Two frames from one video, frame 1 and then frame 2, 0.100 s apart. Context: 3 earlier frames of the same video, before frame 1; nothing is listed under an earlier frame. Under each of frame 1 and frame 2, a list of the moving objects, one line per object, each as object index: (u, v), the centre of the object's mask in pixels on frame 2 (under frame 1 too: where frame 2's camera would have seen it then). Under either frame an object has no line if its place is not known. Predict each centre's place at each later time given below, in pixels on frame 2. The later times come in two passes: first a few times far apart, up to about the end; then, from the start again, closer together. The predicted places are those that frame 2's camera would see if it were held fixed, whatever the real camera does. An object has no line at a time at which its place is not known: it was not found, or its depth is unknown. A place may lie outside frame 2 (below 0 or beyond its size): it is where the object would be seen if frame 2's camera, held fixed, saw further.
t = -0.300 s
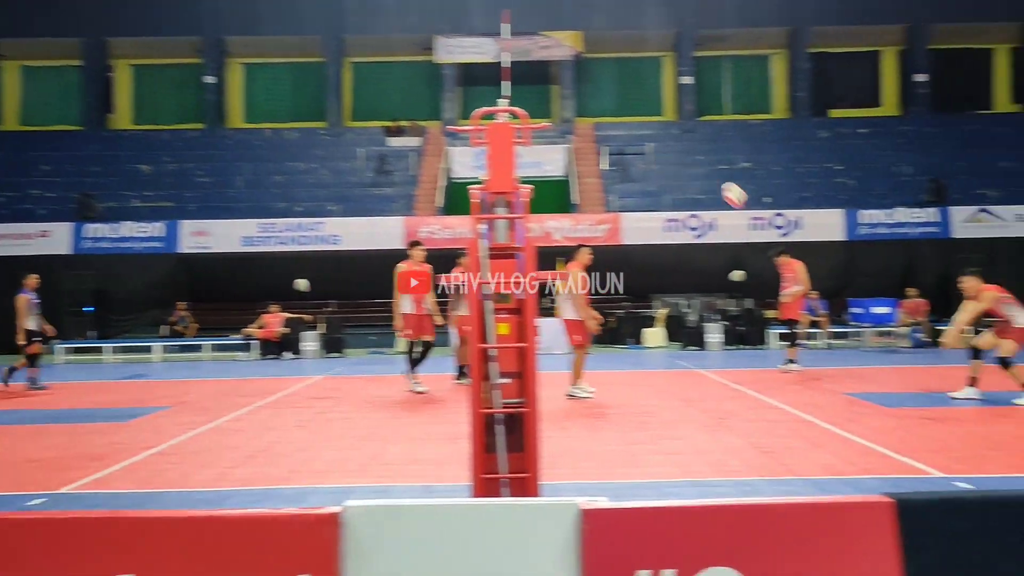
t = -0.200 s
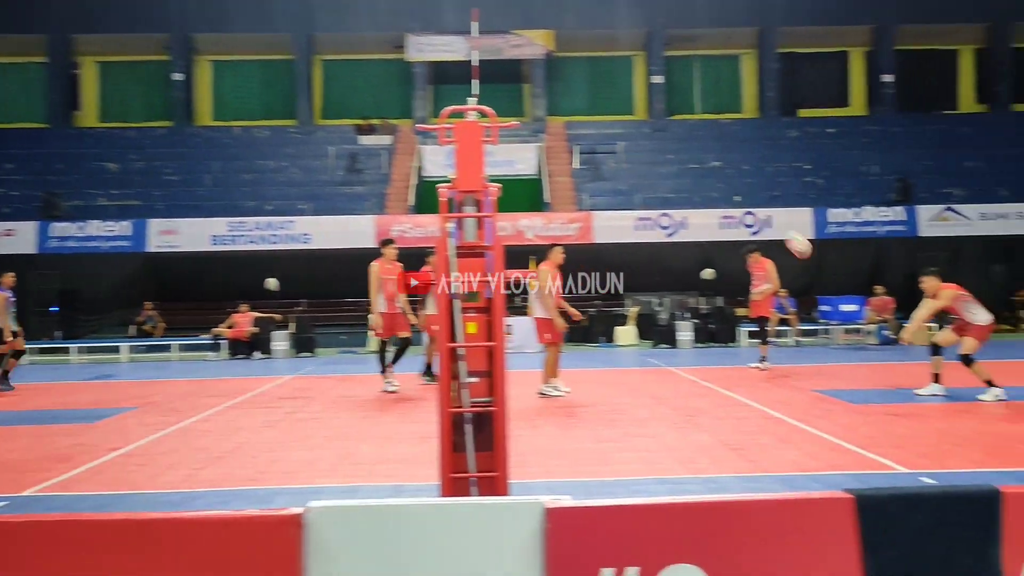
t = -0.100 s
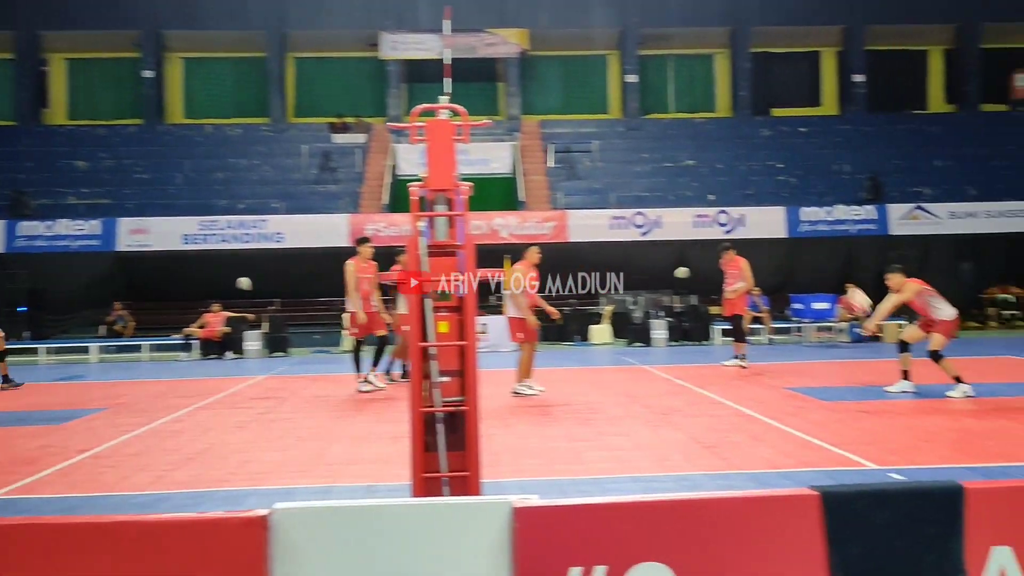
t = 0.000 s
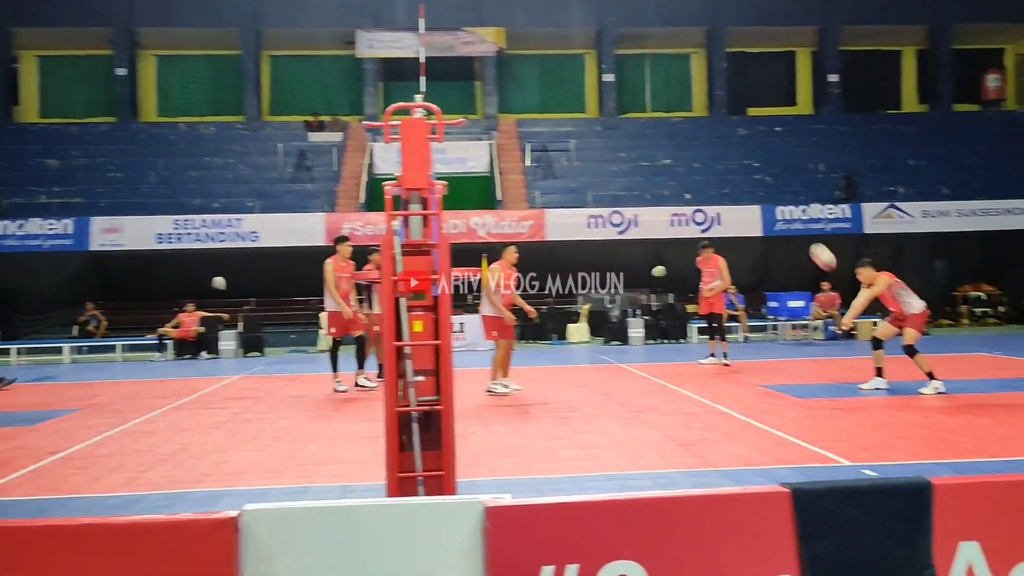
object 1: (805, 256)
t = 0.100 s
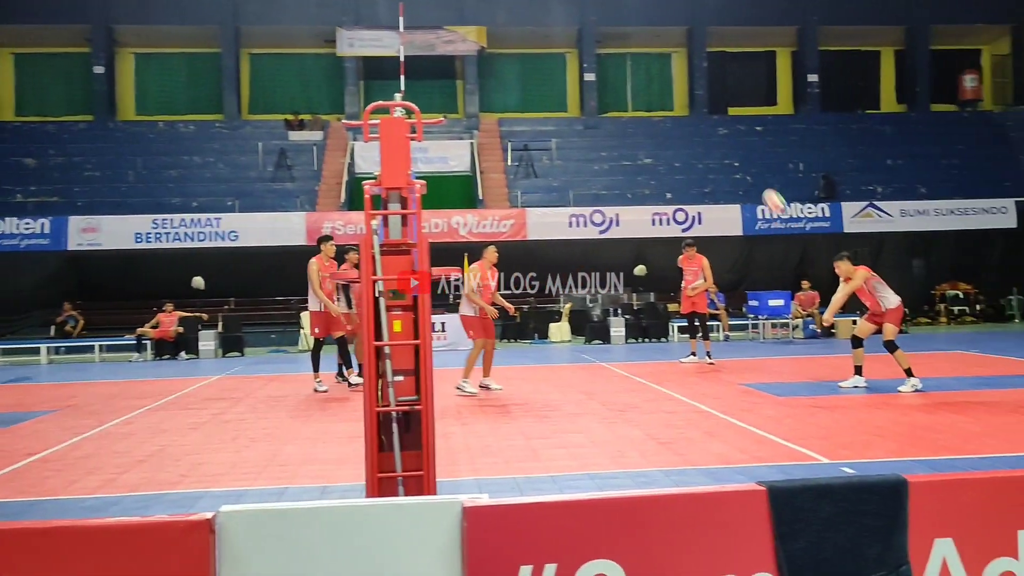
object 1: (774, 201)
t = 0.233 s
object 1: (736, 144)
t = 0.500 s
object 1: (663, 73)
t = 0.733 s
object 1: (602, 58)
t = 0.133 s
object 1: (764, 187)
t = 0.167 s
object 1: (755, 172)
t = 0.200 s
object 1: (745, 158)
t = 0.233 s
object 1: (736, 144)
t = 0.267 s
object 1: (726, 133)
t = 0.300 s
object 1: (717, 122)
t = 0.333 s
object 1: (707, 111)
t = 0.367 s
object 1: (698, 102)
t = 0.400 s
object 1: (690, 93)
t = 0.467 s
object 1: (671, 79)
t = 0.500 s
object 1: (663, 73)
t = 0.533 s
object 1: (654, 68)
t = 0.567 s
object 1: (645, 64)
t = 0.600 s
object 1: (636, 61)
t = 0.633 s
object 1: (628, 59)
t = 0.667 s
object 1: (619, 58)
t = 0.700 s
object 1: (610, 58)
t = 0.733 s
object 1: (602, 58)
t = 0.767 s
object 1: (593, 60)
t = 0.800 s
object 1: (585, 62)
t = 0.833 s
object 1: (577, 65)
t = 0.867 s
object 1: (570, 68)
